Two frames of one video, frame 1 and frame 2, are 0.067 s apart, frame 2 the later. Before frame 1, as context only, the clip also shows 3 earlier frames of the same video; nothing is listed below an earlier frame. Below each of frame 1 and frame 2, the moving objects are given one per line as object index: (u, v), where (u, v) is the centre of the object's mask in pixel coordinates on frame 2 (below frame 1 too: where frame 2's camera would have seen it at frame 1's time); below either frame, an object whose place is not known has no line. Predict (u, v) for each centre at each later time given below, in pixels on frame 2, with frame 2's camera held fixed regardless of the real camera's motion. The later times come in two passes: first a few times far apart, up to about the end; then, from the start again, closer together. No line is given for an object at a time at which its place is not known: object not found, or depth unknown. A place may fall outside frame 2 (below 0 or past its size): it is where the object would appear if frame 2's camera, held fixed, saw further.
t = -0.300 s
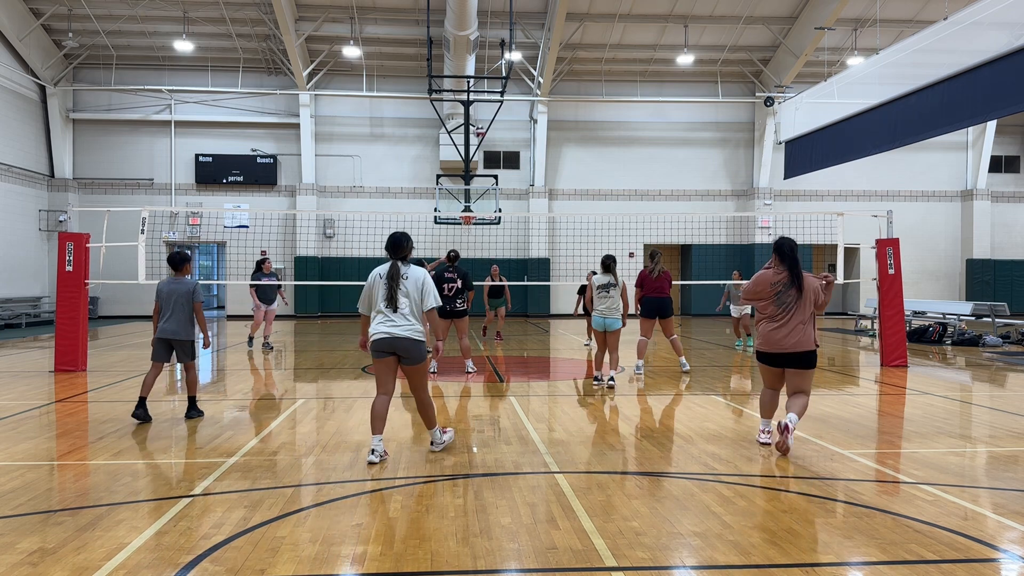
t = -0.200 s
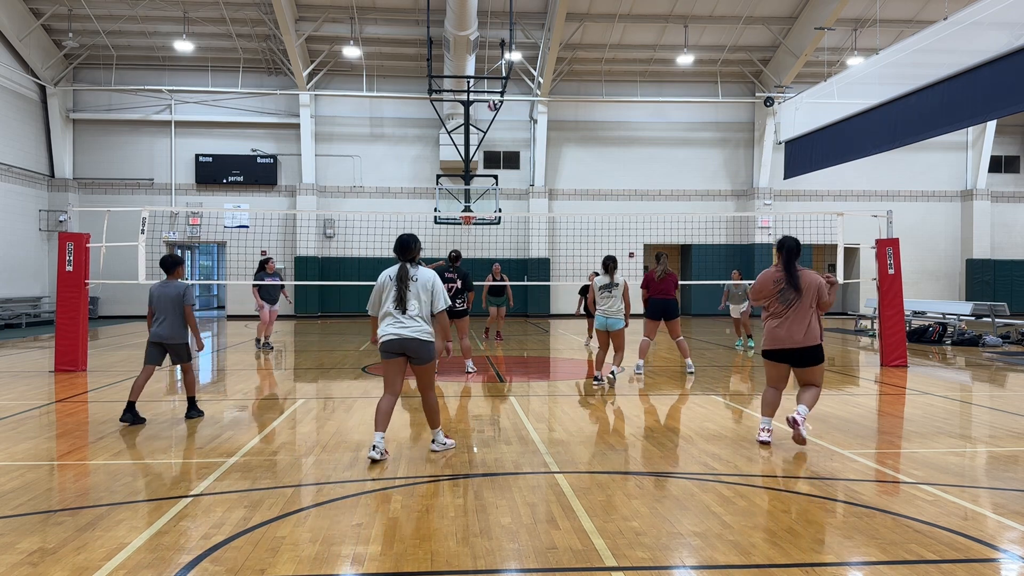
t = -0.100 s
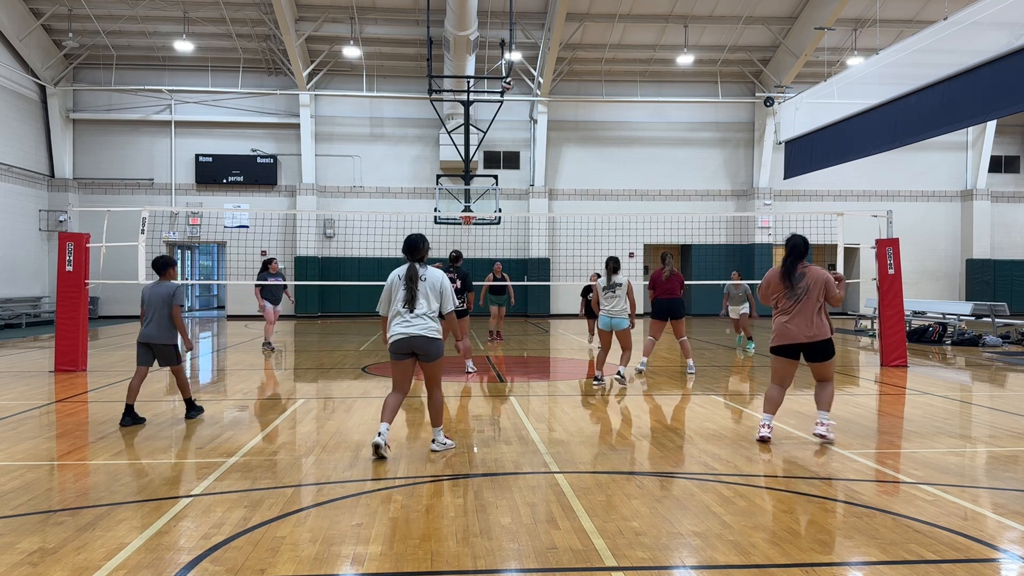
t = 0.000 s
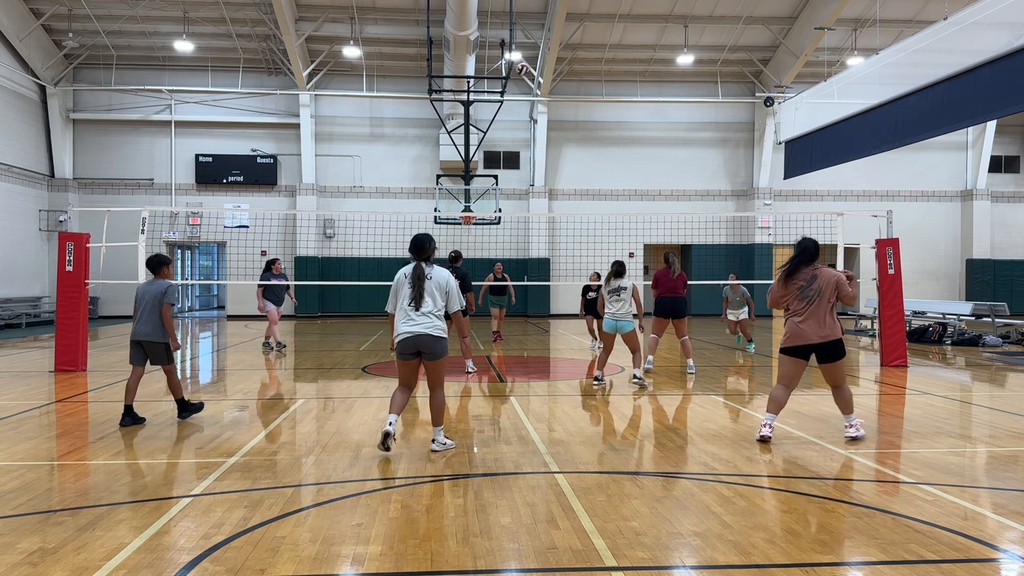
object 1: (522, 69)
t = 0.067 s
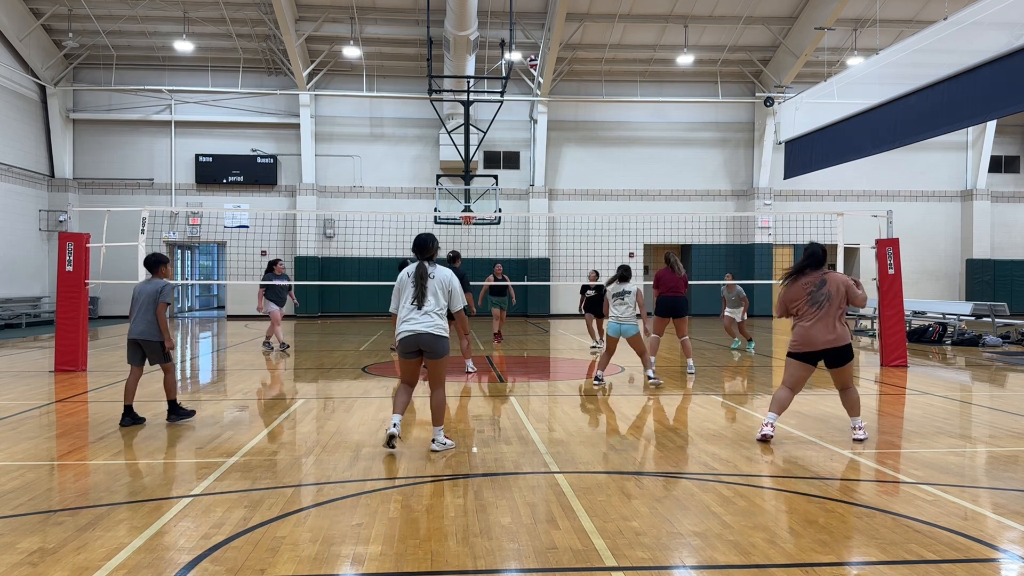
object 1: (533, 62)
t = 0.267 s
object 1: (561, 56)
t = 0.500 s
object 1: (595, 80)
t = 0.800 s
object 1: (635, 157)
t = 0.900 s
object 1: (649, 194)
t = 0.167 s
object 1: (547, 56)
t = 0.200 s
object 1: (552, 56)
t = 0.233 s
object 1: (556, 55)
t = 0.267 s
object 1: (561, 56)
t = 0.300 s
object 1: (566, 57)
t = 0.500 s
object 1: (595, 80)
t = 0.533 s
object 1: (599, 86)
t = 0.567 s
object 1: (604, 92)
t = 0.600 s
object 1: (608, 100)
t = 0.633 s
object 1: (613, 108)
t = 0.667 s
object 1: (618, 116)
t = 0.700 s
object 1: (622, 126)
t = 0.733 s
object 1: (627, 136)
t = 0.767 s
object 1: (631, 146)
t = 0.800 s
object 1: (635, 157)
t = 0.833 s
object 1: (640, 168)
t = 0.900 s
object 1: (649, 194)
